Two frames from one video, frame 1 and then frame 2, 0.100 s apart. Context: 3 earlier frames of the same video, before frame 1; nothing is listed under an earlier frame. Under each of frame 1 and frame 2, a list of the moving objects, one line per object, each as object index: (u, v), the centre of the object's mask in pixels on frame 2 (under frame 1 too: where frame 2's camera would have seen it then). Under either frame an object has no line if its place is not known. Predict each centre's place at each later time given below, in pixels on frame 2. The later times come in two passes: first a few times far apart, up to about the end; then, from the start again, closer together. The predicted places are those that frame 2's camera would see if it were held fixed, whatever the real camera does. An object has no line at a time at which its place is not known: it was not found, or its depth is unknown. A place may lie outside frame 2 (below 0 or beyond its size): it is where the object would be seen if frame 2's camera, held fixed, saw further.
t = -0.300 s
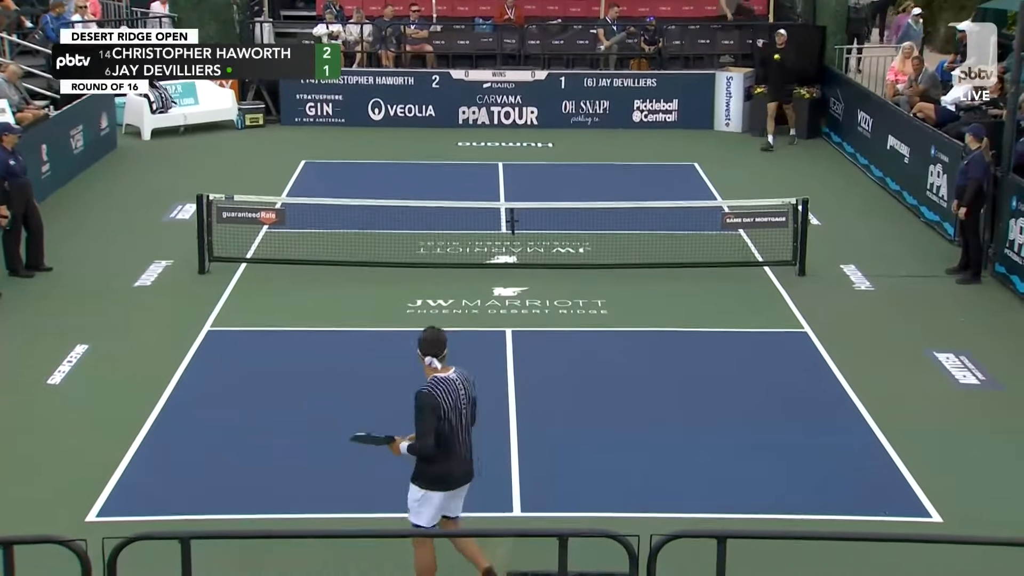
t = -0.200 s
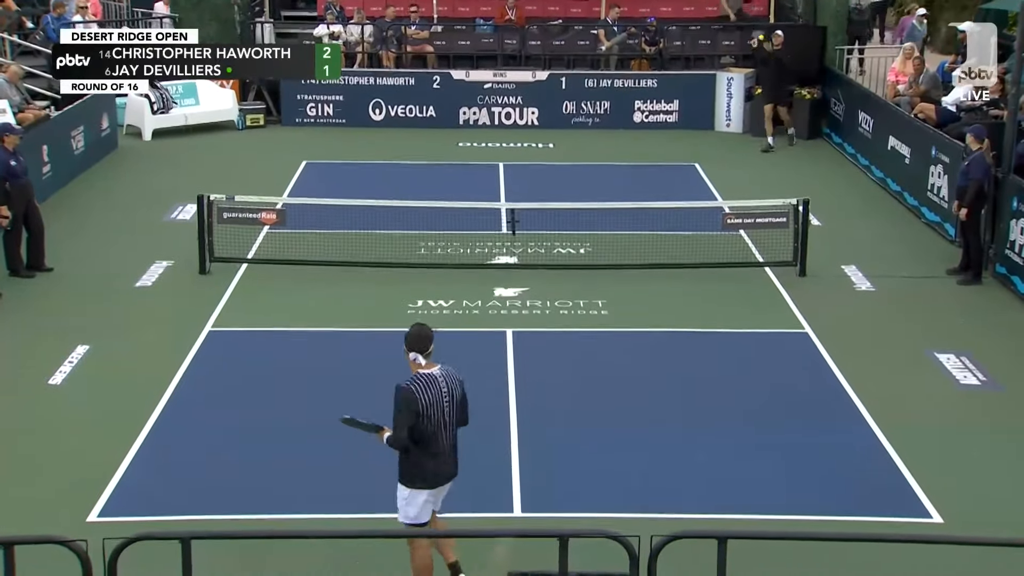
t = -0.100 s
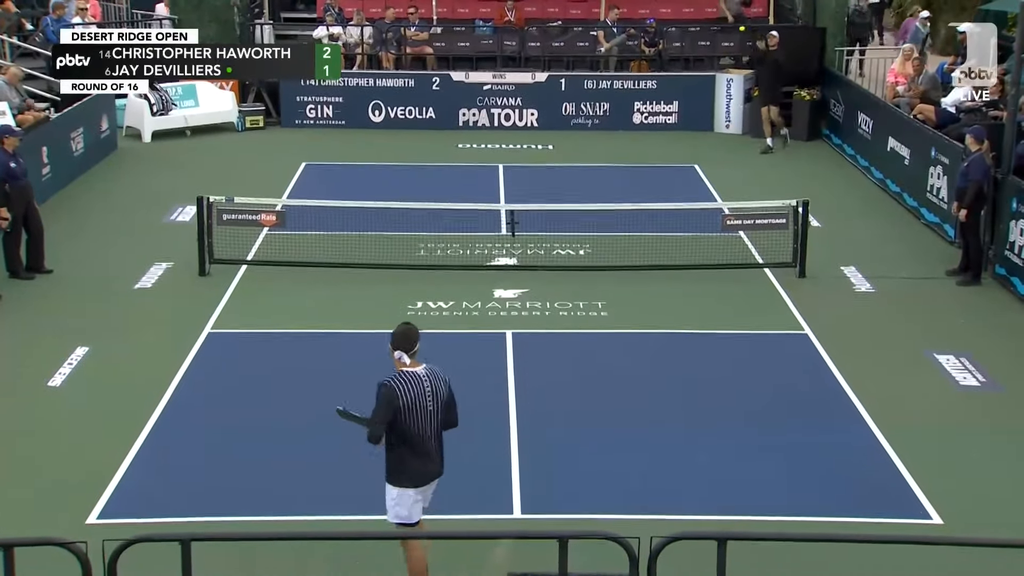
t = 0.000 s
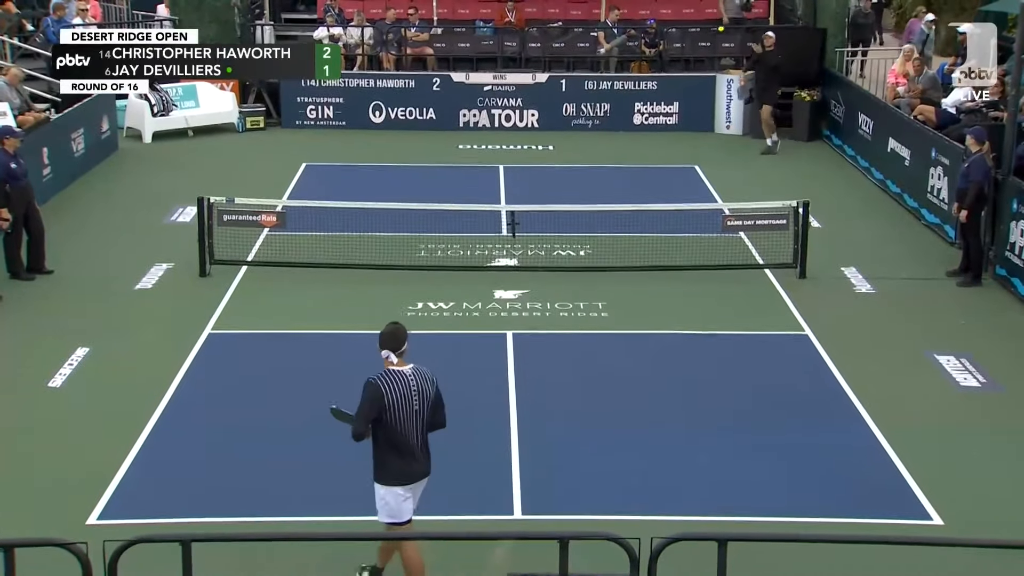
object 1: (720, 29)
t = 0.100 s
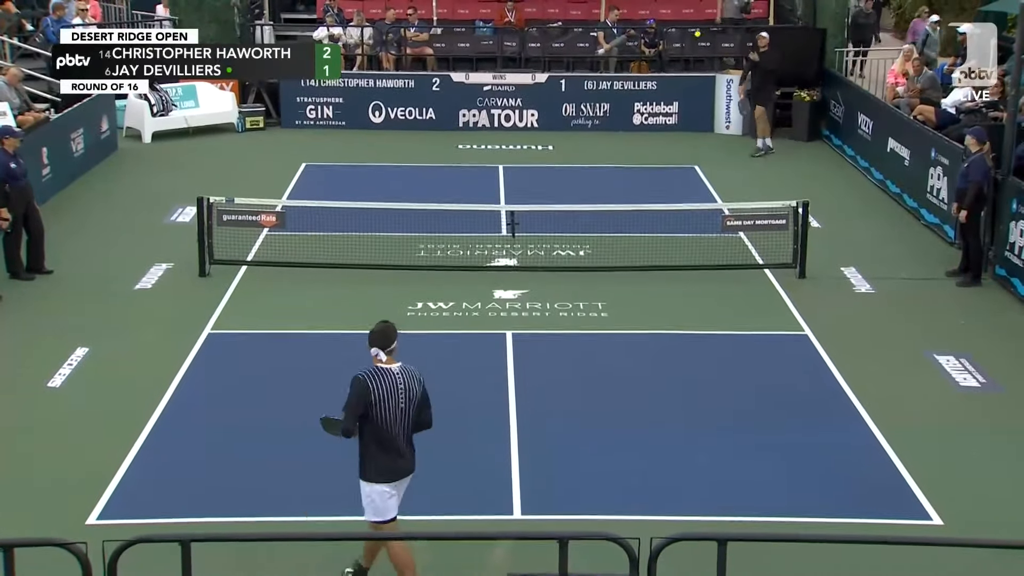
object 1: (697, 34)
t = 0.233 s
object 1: (664, 52)
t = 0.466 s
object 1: (598, 114)
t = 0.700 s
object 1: (522, 224)
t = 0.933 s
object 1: (447, 343)
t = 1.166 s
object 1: (406, 312)
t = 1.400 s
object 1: (362, 340)
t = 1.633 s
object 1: (318, 432)
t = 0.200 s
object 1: (673, 46)
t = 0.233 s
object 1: (664, 52)
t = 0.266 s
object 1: (655, 57)
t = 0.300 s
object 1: (645, 65)
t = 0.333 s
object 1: (637, 72)
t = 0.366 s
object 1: (628, 83)
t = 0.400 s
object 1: (618, 92)
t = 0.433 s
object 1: (608, 102)
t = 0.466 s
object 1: (598, 114)
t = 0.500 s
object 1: (587, 126)
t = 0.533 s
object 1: (577, 140)
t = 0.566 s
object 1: (566, 154)
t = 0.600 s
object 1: (556, 170)
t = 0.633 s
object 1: (545, 187)
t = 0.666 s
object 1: (533, 205)
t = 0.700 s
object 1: (522, 224)
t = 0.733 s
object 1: (511, 243)
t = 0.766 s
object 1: (498, 267)
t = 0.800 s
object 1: (487, 289)
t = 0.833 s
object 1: (475, 312)
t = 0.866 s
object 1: (463, 338)
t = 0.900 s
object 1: (453, 353)
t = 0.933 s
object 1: (447, 343)
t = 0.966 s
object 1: (442, 336)
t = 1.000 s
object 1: (436, 329)
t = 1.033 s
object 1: (430, 323)
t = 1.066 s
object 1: (424, 318)
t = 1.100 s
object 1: (418, 315)
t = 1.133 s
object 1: (412, 313)
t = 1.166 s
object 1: (406, 312)
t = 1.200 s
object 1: (400, 312)
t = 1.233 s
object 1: (394, 314)
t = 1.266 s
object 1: (387, 317)
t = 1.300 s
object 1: (381, 320)
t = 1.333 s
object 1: (374, 326)
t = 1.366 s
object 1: (368, 332)
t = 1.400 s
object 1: (362, 340)
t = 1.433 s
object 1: (356, 349)
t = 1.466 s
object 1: (350, 360)
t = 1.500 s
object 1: (343, 372)
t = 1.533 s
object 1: (337, 385)
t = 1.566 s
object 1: (330, 399)
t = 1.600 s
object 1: (324, 415)
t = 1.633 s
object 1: (318, 432)
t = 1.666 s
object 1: (312, 442)
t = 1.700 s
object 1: (305, 436)
